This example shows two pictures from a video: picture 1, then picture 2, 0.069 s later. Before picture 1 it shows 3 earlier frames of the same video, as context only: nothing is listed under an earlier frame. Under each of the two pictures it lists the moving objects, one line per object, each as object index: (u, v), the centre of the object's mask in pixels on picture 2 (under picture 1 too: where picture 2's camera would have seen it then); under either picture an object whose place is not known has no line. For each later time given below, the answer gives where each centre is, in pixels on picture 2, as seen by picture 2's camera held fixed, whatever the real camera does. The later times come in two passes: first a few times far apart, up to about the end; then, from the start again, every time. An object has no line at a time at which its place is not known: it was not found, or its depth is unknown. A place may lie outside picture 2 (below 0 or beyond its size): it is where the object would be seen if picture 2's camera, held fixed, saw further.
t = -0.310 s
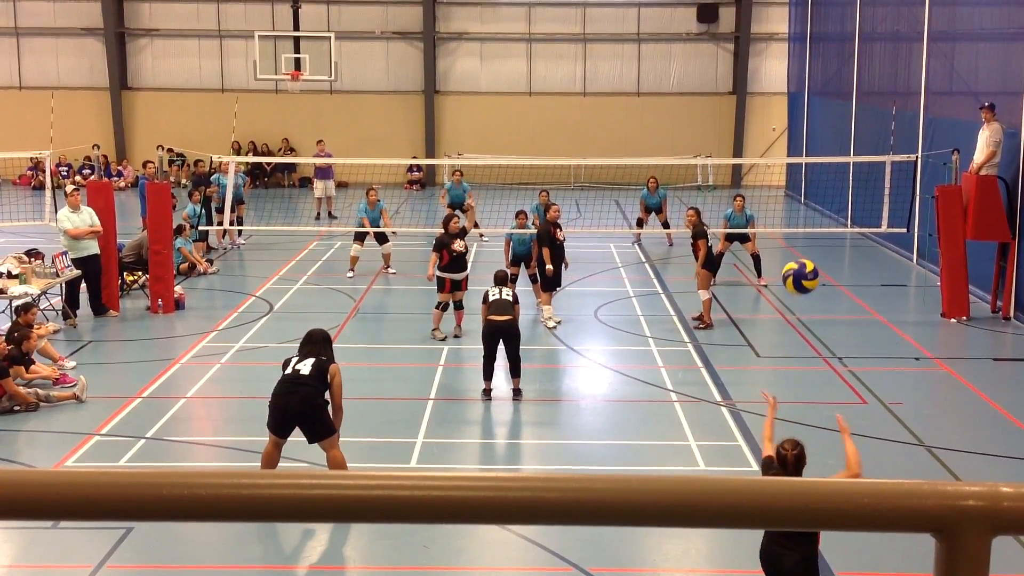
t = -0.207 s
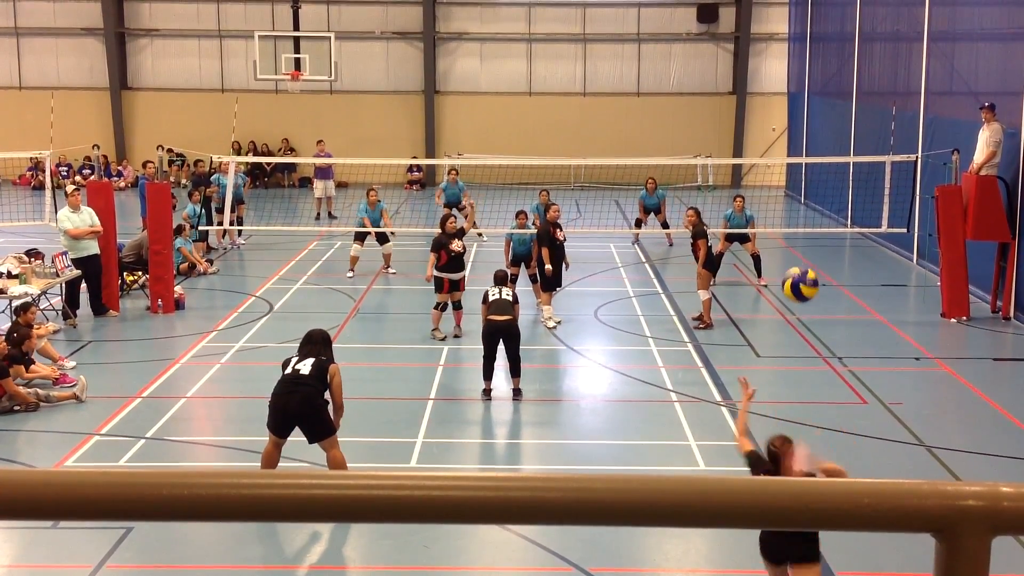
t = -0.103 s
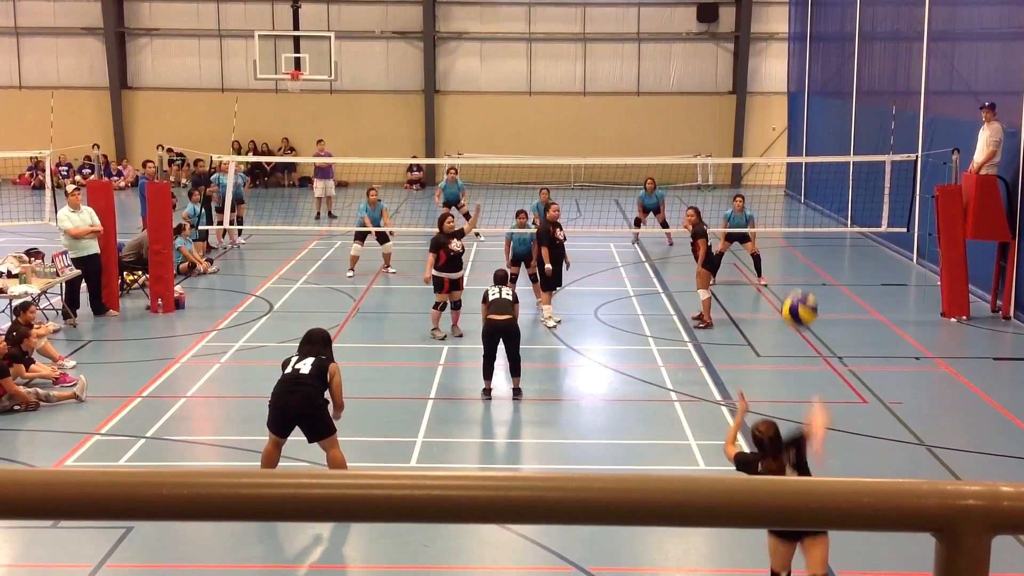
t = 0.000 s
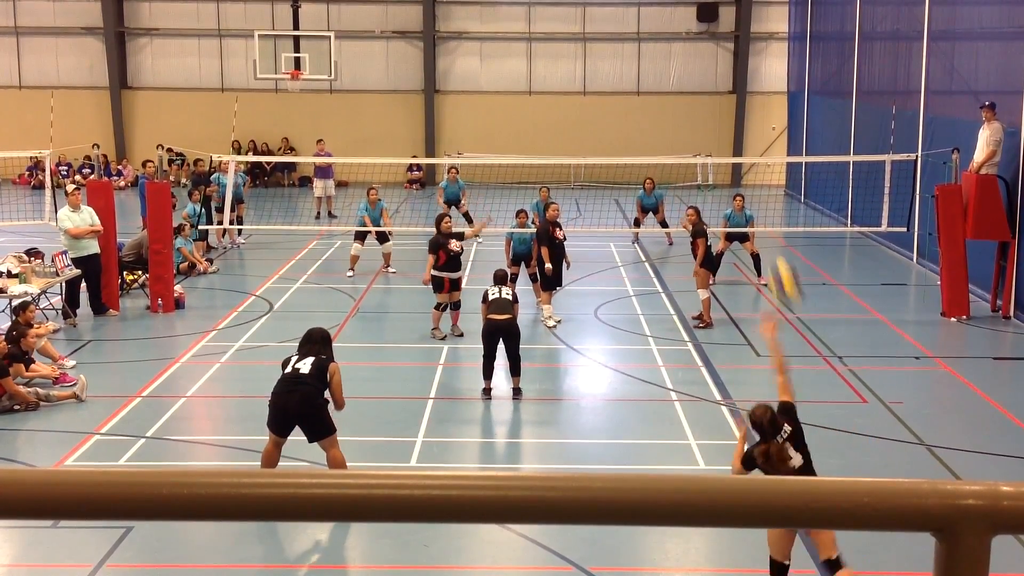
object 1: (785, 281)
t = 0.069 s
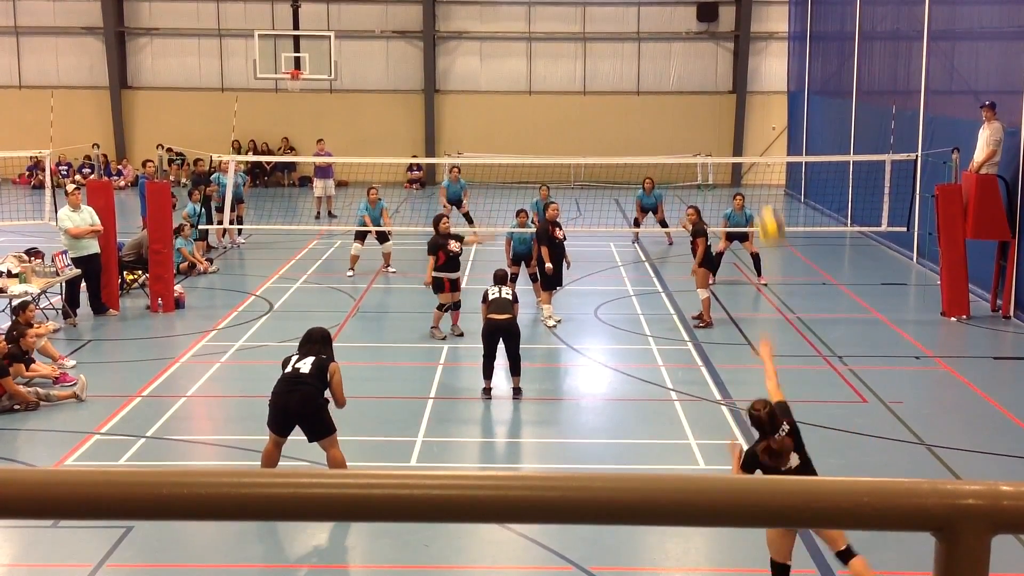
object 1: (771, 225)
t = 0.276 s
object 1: (747, 136)
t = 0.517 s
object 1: (729, 111)
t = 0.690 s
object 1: (719, 123)
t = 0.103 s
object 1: (763, 203)
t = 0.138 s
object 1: (761, 186)
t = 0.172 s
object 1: (756, 172)
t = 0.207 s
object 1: (753, 158)
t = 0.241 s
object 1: (749, 145)
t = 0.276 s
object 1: (747, 136)
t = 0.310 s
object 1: (744, 128)
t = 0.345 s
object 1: (740, 122)
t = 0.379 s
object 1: (737, 117)
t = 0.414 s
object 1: (735, 114)
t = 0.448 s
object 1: (733, 112)
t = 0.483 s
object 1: (731, 111)
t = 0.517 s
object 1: (729, 111)
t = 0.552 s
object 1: (727, 112)
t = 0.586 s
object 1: (726, 113)
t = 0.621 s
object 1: (724, 116)
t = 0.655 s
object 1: (721, 119)
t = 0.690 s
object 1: (719, 123)
